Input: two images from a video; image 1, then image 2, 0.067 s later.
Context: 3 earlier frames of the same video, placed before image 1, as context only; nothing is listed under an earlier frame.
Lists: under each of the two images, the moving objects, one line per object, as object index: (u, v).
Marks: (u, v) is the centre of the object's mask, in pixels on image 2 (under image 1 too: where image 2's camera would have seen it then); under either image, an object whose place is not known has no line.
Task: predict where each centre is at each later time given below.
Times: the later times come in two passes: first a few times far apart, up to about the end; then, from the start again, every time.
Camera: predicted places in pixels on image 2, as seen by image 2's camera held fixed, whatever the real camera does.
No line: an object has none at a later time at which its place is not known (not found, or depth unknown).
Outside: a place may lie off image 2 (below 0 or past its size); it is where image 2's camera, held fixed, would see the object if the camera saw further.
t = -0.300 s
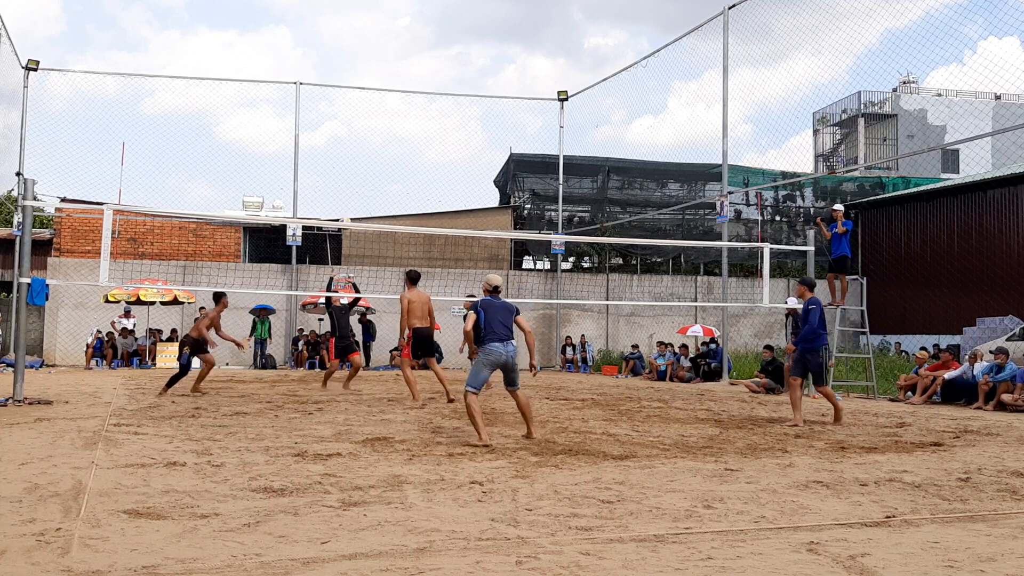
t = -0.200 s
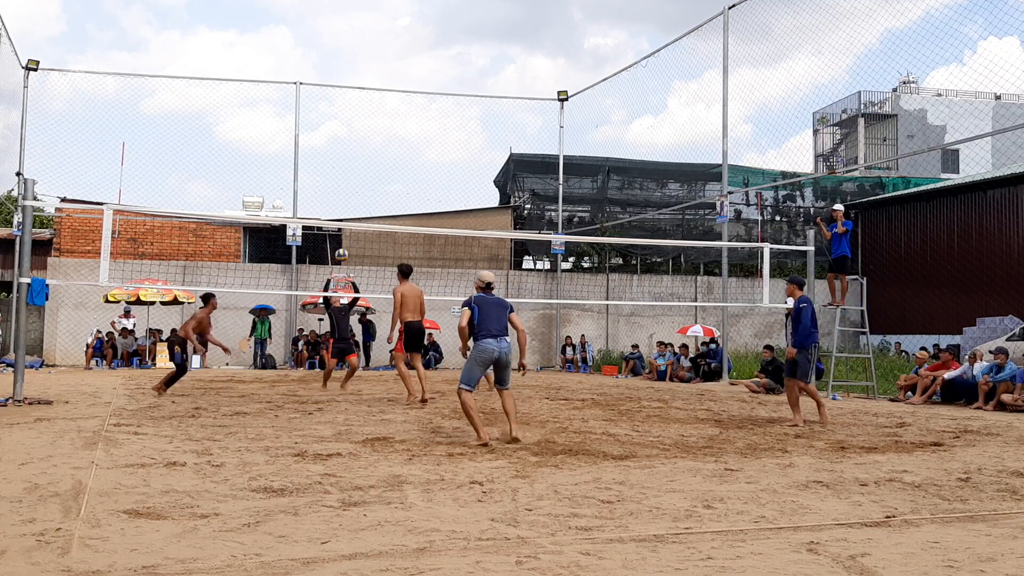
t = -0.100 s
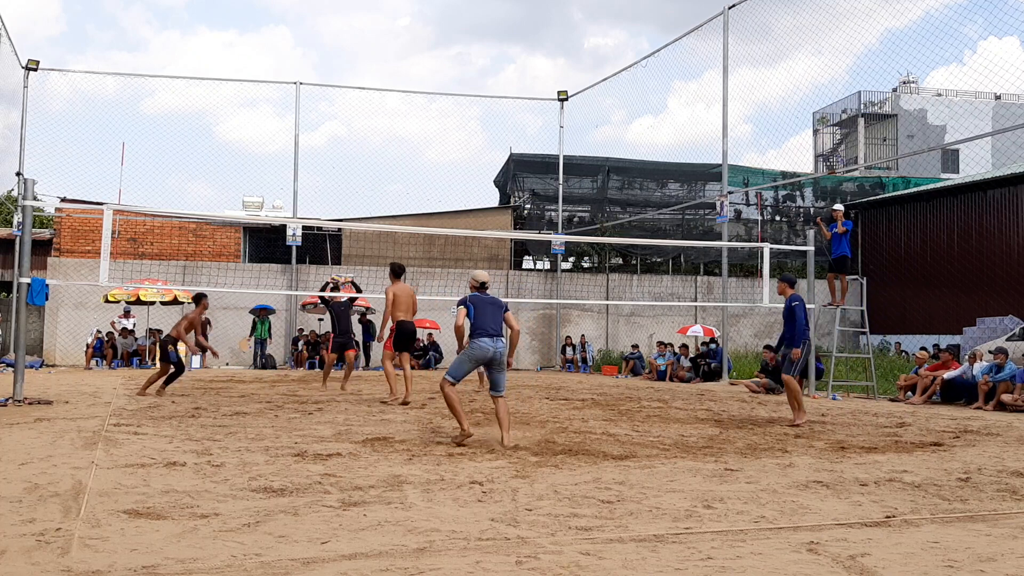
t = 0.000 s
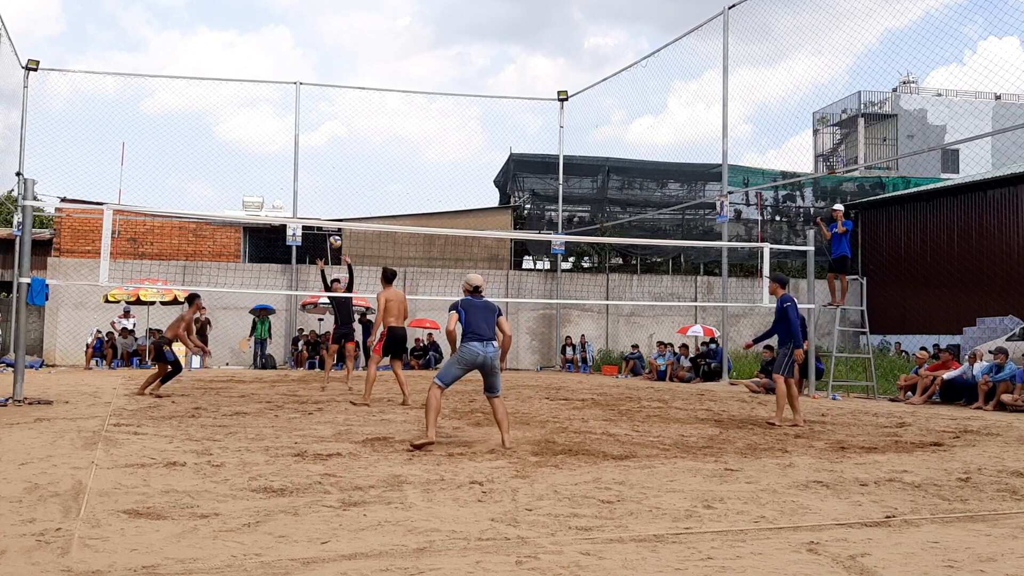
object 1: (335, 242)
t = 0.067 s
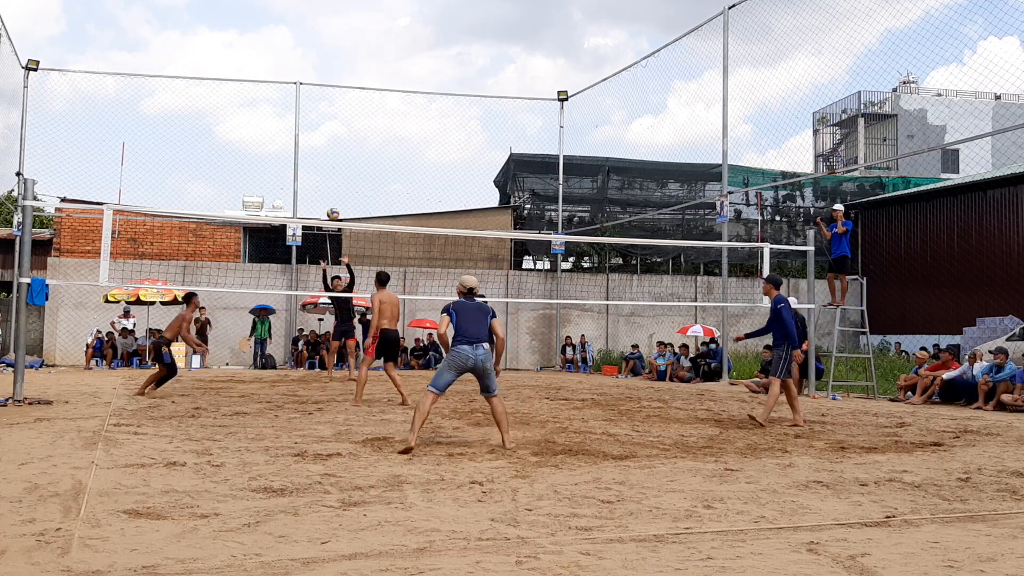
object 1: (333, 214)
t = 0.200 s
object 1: (329, 165)
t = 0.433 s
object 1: (320, 101)
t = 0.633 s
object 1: (311, 70)
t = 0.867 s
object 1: (298, 65)
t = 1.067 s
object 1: (287, 89)
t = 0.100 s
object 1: (332, 201)
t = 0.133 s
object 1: (331, 188)
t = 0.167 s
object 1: (330, 176)
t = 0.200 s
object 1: (329, 165)
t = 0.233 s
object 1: (328, 154)
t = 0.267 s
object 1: (326, 144)
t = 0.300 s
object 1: (325, 134)
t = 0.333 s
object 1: (324, 125)
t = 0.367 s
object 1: (322, 116)
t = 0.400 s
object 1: (321, 108)
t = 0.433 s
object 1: (320, 101)
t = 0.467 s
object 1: (318, 94)
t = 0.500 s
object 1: (317, 88)
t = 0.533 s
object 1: (315, 83)
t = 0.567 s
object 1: (314, 78)
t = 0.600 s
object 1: (312, 74)
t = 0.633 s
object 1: (311, 70)
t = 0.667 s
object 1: (309, 67)
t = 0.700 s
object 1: (307, 65)
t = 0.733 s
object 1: (305, 64)
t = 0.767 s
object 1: (304, 63)
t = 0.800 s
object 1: (302, 63)
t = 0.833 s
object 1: (300, 63)
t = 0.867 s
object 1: (298, 65)
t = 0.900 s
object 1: (297, 67)
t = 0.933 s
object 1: (295, 70)
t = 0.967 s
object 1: (293, 74)
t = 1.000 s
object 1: (291, 78)
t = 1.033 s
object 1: (289, 83)
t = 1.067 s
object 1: (287, 89)
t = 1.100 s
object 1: (285, 96)
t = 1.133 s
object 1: (282, 104)
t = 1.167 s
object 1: (280, 112)
